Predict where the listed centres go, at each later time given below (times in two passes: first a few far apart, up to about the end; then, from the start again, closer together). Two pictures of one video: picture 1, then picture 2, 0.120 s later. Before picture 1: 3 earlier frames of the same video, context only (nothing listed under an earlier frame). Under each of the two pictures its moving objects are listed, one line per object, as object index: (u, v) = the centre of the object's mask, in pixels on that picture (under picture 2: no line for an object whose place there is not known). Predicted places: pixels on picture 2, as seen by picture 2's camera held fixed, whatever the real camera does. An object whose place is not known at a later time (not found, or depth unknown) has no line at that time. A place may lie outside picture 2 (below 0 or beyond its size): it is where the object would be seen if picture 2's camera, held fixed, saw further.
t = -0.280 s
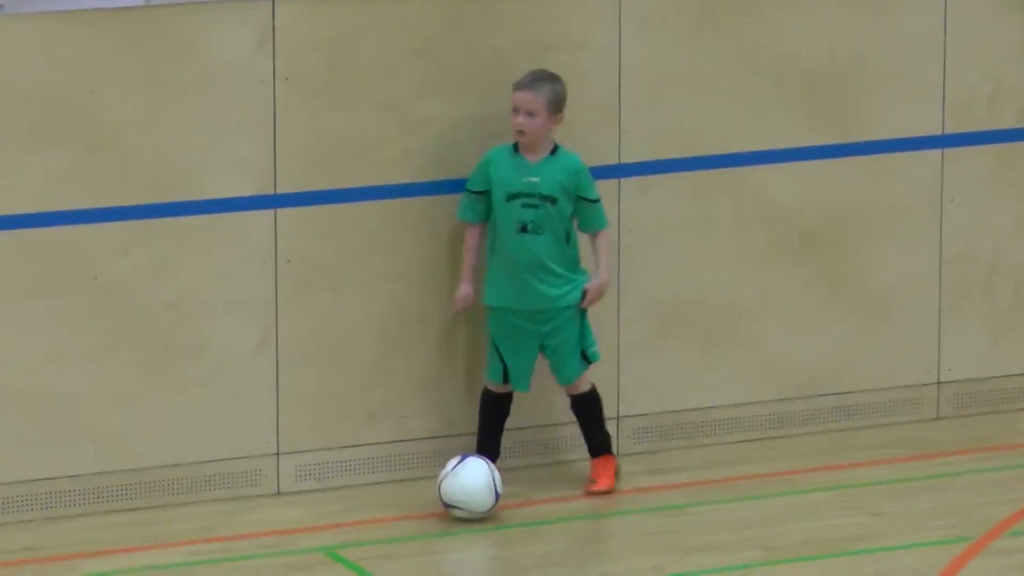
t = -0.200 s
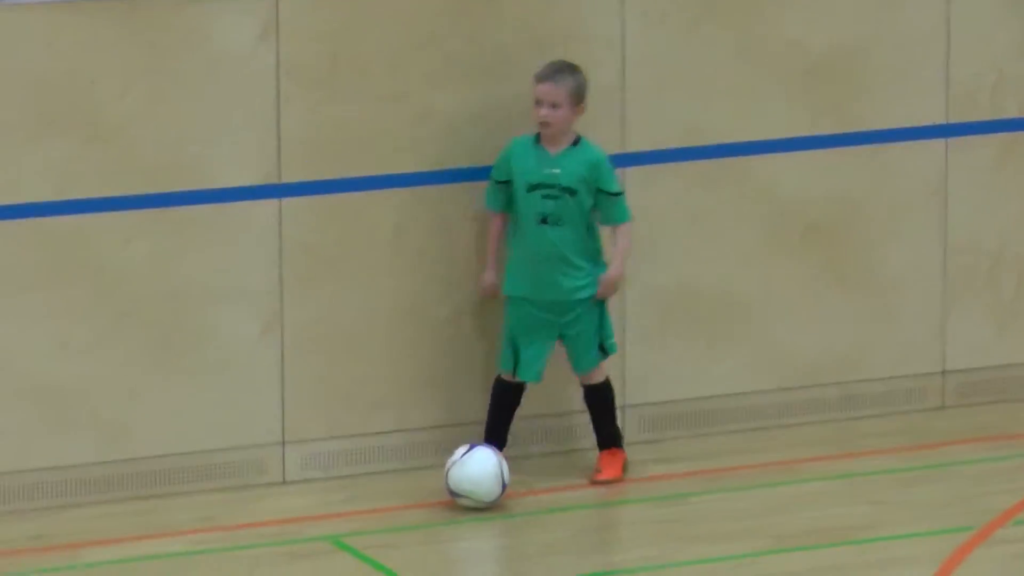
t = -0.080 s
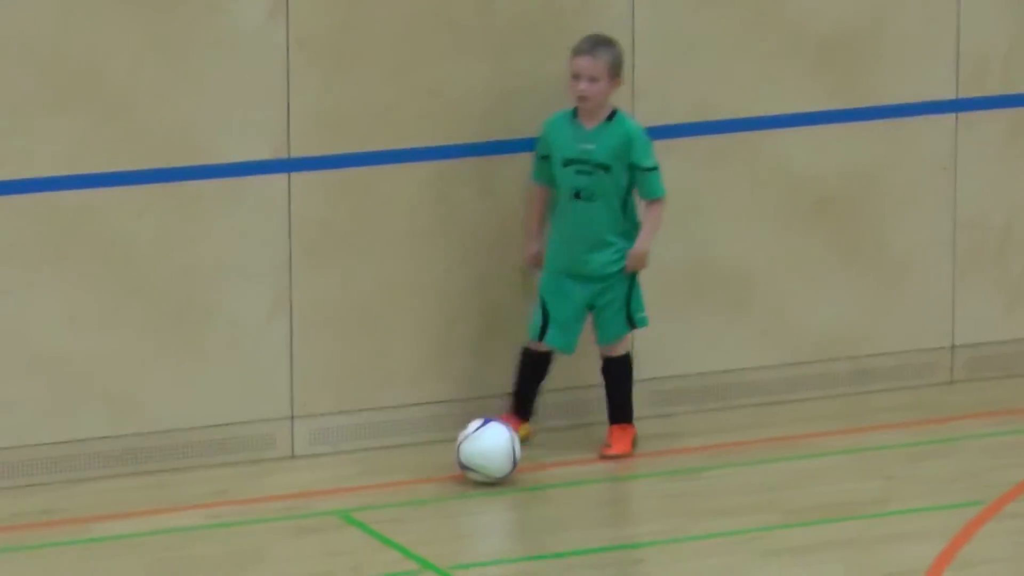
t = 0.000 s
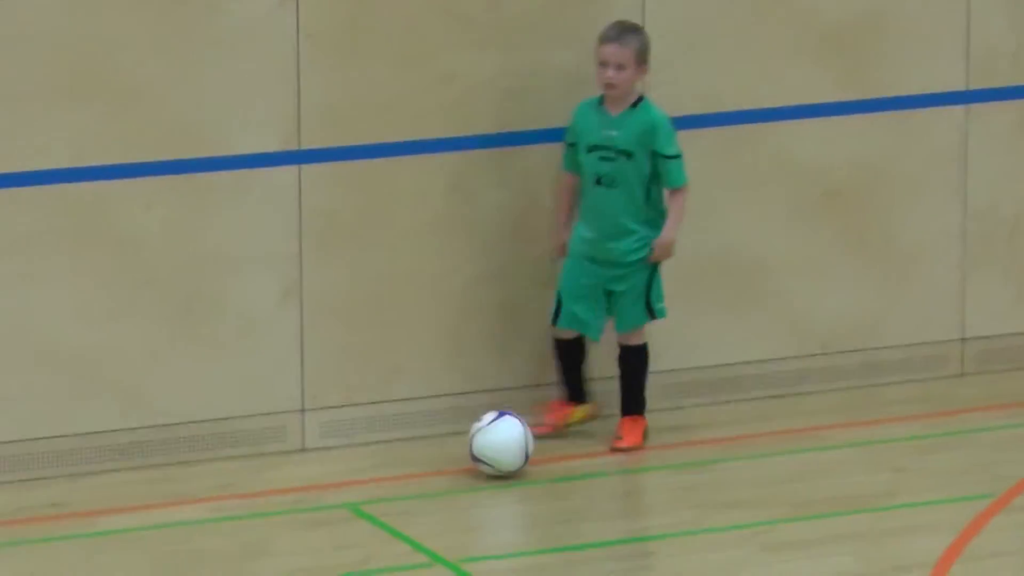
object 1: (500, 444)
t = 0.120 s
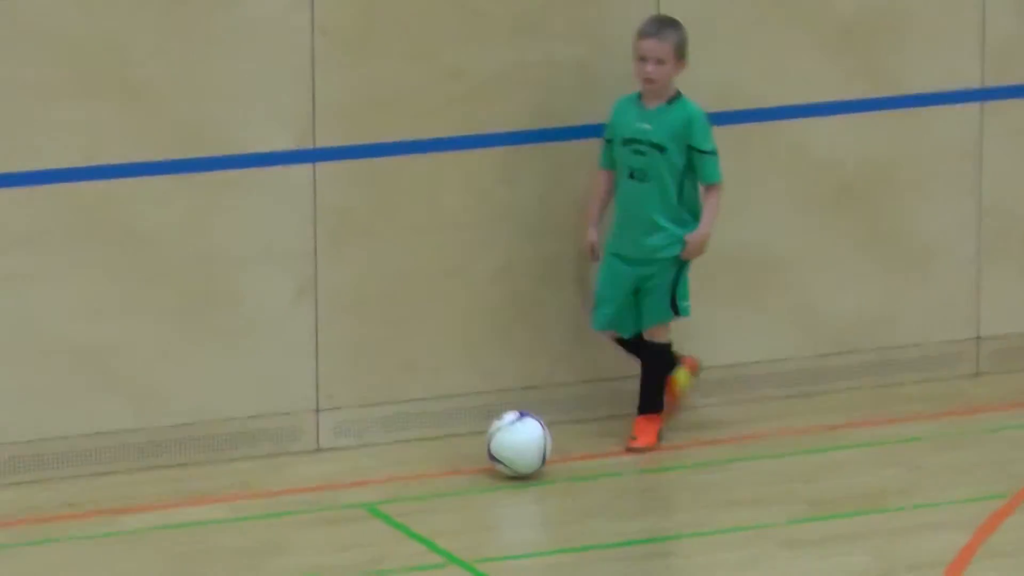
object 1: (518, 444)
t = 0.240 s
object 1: (522, 444)
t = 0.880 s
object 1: (521, 442)
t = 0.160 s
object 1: (520, 444)
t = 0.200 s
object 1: (521, 444)
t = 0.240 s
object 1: (522, 444)
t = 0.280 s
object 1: (522, 445)
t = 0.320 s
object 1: (523, 444)
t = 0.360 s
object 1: (524, 444)
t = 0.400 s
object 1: (525, 444)
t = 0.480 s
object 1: (525, 443)
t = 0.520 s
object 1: (526, 443)
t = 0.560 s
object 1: (526, 443)
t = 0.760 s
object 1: (523, 442)
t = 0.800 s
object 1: (522, 442)
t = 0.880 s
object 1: (521, 442)
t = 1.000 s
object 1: (519, 441)
